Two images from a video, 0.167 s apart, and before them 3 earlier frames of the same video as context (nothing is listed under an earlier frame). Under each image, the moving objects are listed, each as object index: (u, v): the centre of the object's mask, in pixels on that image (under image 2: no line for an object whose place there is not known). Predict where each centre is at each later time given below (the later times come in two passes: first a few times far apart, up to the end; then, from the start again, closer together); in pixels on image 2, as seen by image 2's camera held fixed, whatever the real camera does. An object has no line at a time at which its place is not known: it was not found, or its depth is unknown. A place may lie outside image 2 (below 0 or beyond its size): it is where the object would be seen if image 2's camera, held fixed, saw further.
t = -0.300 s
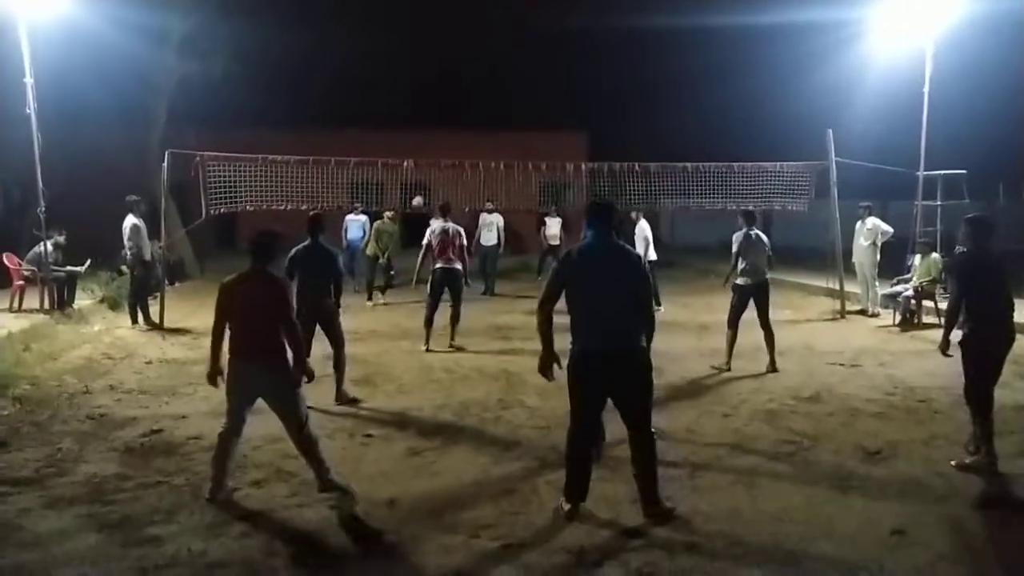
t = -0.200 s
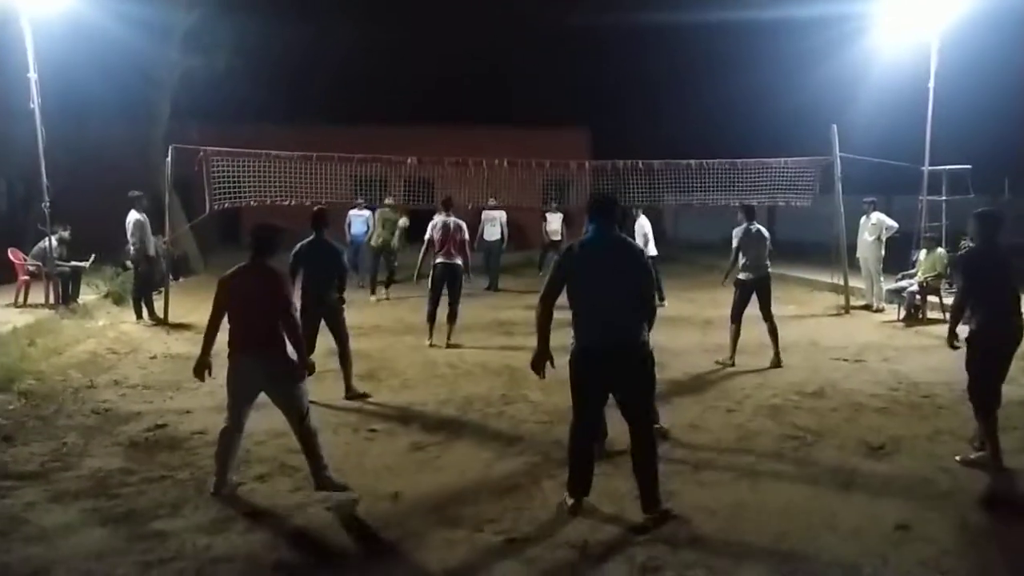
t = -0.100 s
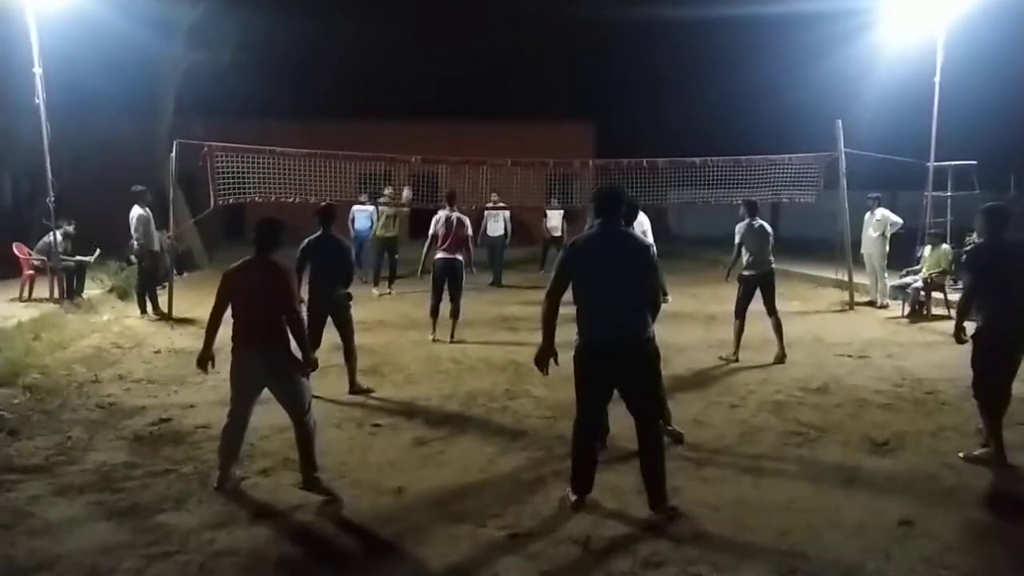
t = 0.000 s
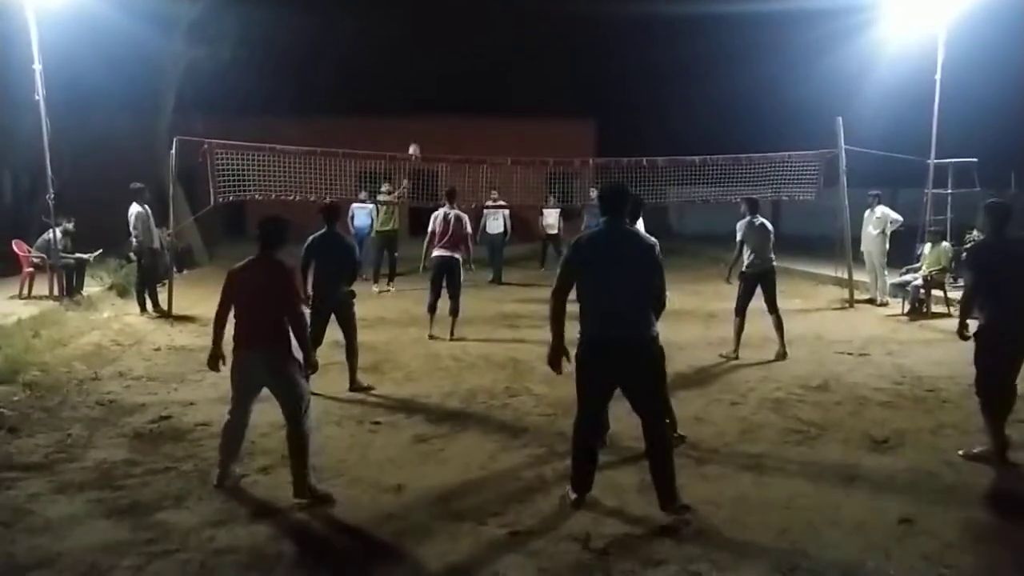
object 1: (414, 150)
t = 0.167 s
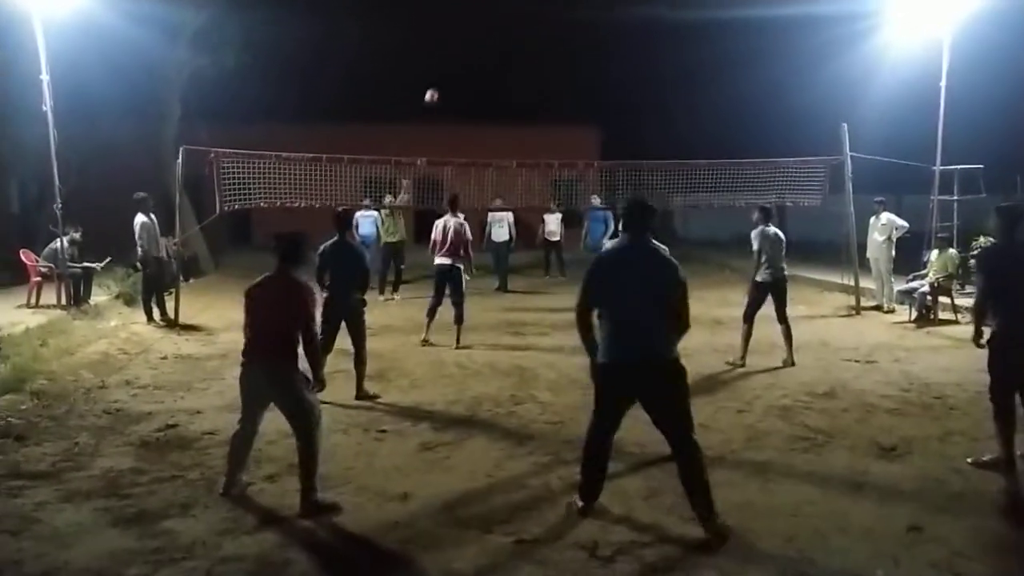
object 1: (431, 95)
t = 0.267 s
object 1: (438, 64)
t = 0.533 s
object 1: (461, 3)
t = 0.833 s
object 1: (496, 4)
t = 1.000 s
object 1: (522, 58)
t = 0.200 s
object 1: (433, 86)
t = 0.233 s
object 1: (435, 75)
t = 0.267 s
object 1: (438, 64)
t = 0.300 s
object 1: (441, 54)
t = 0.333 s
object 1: (444, 46)
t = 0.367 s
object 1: (446, 36)
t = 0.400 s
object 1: (449, 28)
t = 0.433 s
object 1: (452, 22)
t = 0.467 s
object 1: (455, 15)
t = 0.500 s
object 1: (459, 8)
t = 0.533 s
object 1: (461, 3)
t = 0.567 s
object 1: (464, 1)
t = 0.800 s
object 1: (492, 1)
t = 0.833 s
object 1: (496, 4)
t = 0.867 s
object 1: (500, 10)
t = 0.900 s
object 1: (506, 20)
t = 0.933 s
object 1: (511, 30)
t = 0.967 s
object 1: (517, 43)
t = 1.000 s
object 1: (522, 58)
